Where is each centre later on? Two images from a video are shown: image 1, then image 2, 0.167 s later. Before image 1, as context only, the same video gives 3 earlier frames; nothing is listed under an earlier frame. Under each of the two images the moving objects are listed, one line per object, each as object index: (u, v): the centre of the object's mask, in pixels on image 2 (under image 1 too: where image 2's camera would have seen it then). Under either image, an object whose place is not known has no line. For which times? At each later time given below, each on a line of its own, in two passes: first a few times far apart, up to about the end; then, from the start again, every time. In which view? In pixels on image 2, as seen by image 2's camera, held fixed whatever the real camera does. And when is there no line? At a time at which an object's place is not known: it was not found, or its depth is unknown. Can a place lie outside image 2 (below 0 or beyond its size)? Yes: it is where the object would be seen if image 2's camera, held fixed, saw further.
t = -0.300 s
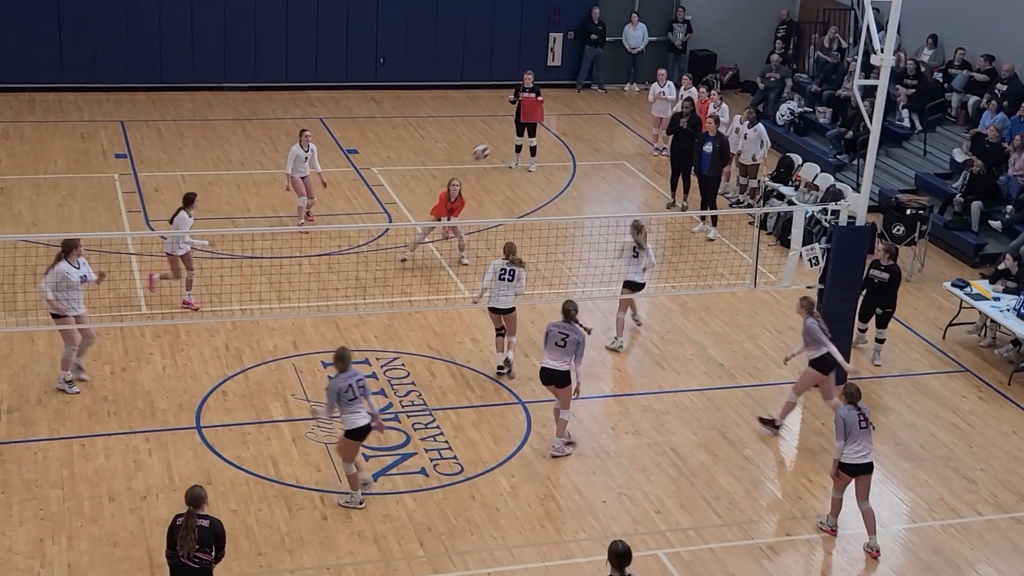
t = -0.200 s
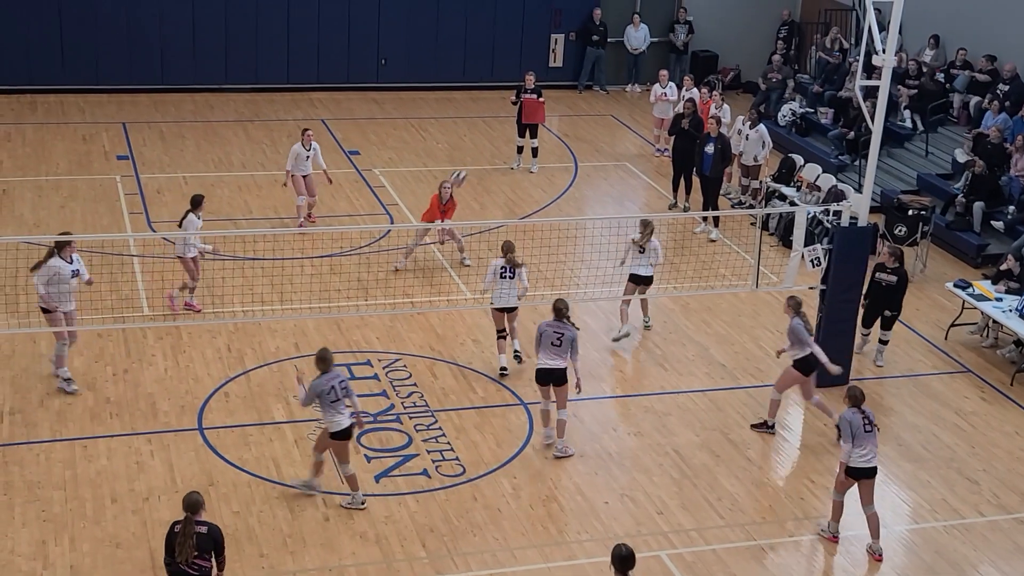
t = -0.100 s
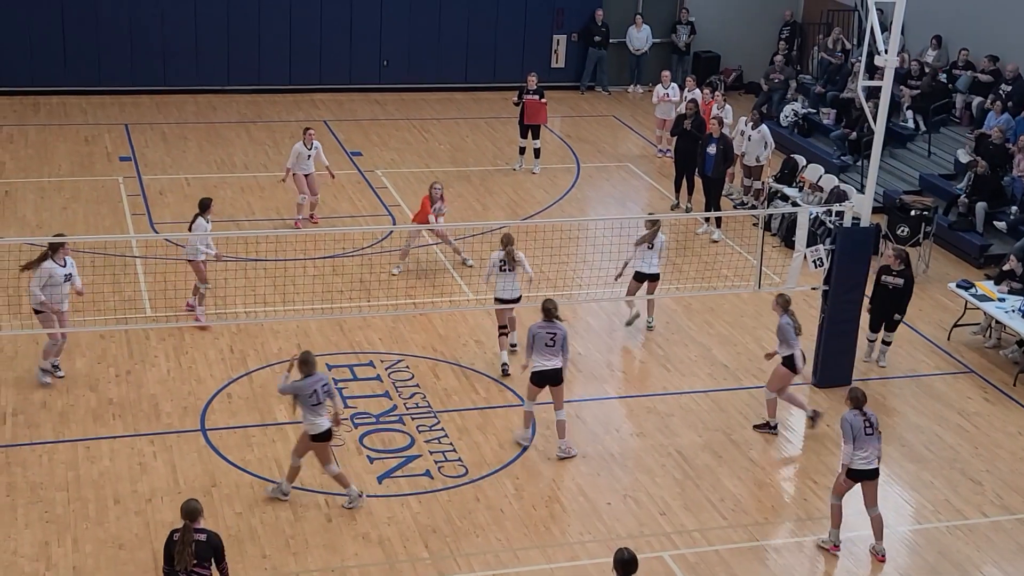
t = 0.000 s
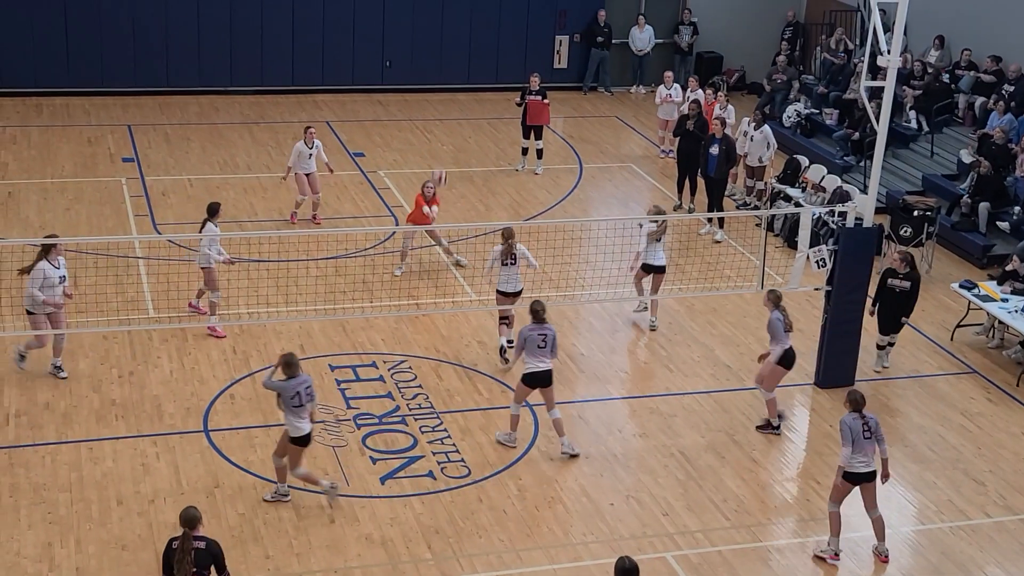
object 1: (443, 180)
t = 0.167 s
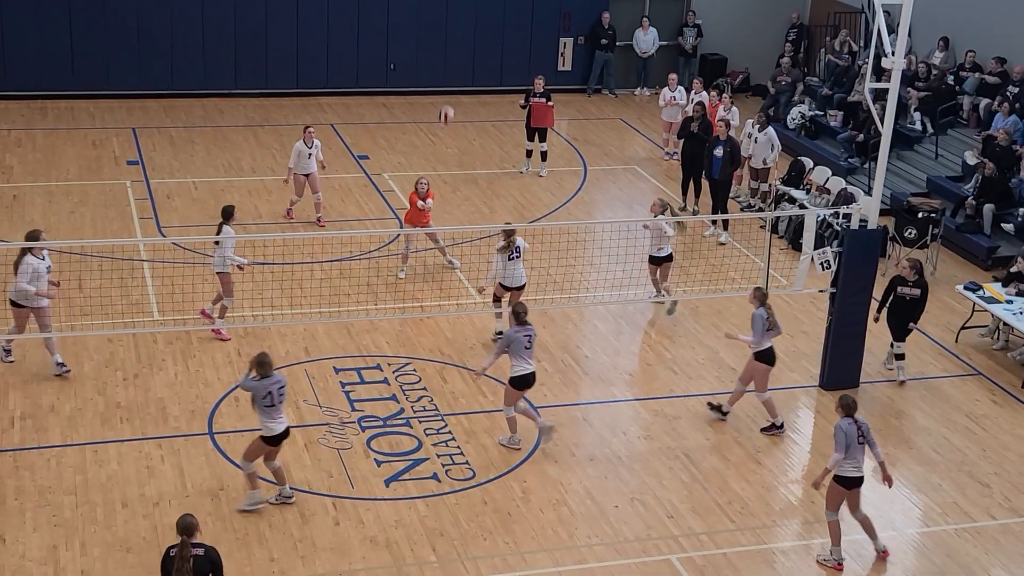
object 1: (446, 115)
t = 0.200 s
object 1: (447, 103)
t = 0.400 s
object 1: (448, 54)
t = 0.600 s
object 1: (449, 32)
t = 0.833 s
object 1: (450, 47)
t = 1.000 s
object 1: (449, 85)
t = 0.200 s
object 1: (447, 103)
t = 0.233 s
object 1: (447, 92)
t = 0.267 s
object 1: (447, 84)
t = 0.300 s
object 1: (447, 75)
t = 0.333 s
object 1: (447, 67)
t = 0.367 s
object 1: (448, 60)
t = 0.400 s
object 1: (448, 54)
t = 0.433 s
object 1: (448, 48)
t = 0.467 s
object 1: (448, 43)
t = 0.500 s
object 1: (449, 39)
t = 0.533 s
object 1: (449, 36)
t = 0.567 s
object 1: (449, 33)
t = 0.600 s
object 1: (449, 32)
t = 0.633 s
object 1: (450, 31)
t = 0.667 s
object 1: (450, 32)
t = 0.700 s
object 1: (450, 33)
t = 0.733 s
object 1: (450, 35)
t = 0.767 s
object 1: (450, 38)
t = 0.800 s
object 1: (451, 43)
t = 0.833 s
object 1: (450, 47)
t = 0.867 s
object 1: (451, 53)
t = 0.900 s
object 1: (450, 60)
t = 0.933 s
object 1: (450, 68)
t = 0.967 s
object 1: (450, 76)
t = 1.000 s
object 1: (449, 85)
